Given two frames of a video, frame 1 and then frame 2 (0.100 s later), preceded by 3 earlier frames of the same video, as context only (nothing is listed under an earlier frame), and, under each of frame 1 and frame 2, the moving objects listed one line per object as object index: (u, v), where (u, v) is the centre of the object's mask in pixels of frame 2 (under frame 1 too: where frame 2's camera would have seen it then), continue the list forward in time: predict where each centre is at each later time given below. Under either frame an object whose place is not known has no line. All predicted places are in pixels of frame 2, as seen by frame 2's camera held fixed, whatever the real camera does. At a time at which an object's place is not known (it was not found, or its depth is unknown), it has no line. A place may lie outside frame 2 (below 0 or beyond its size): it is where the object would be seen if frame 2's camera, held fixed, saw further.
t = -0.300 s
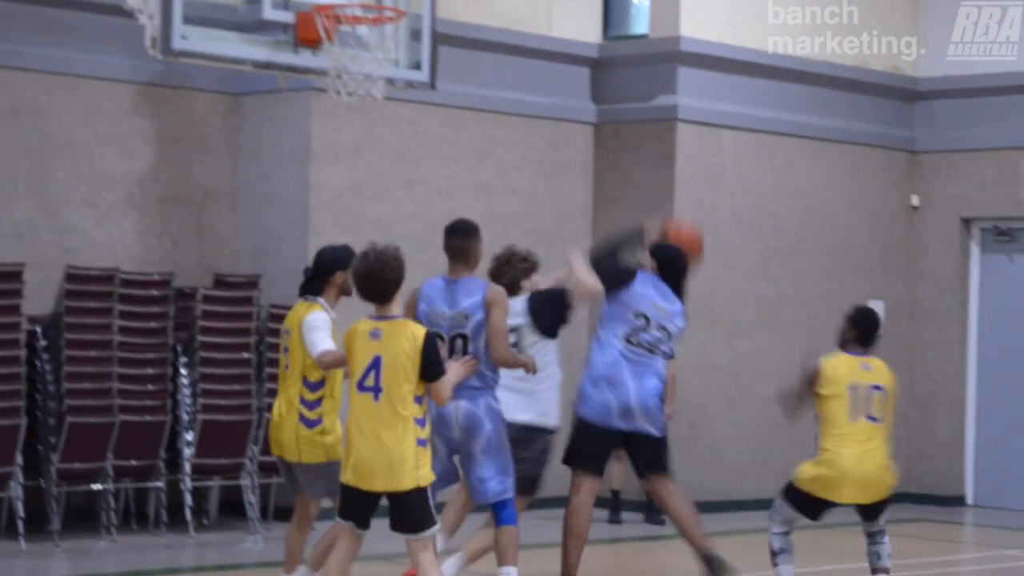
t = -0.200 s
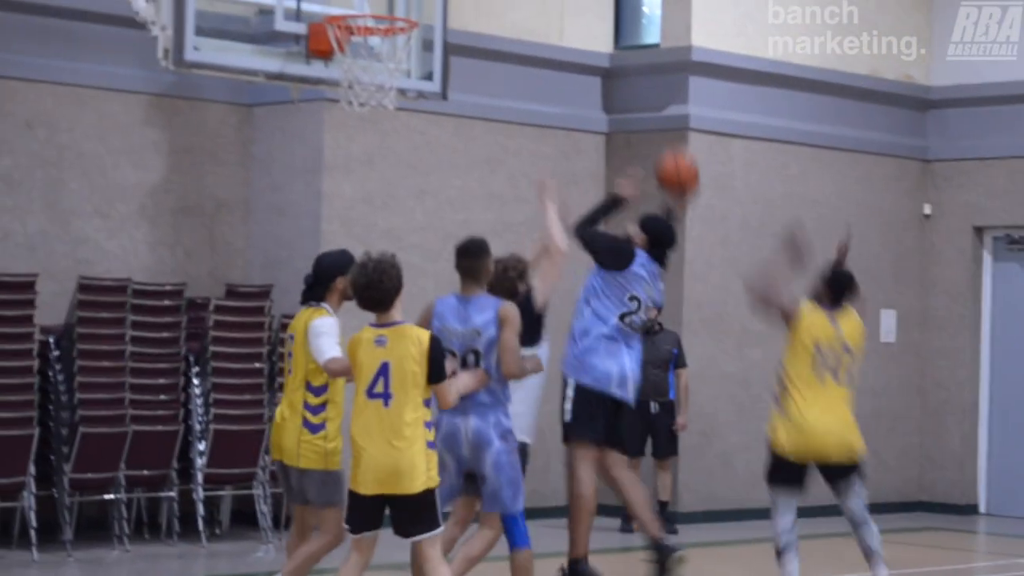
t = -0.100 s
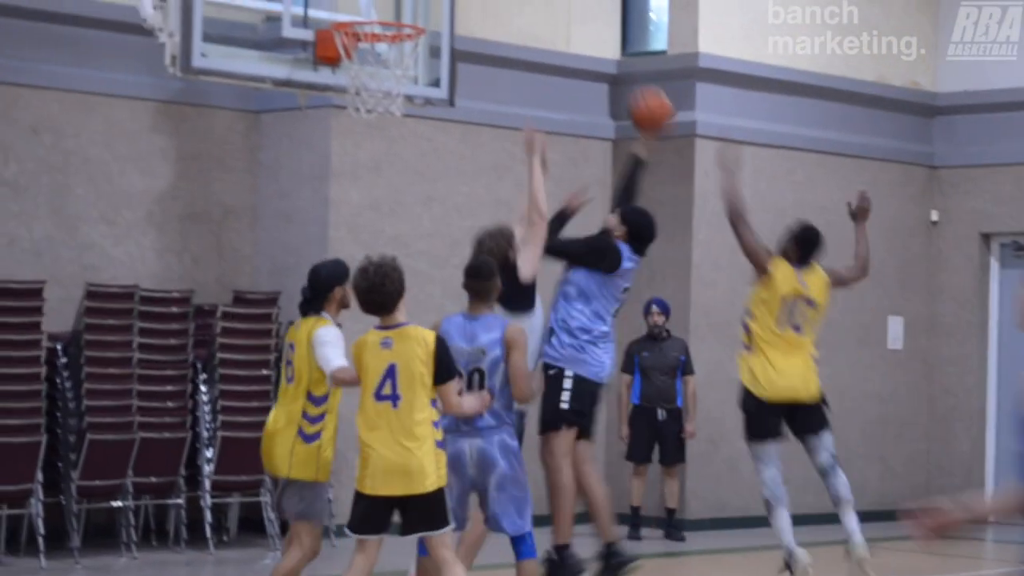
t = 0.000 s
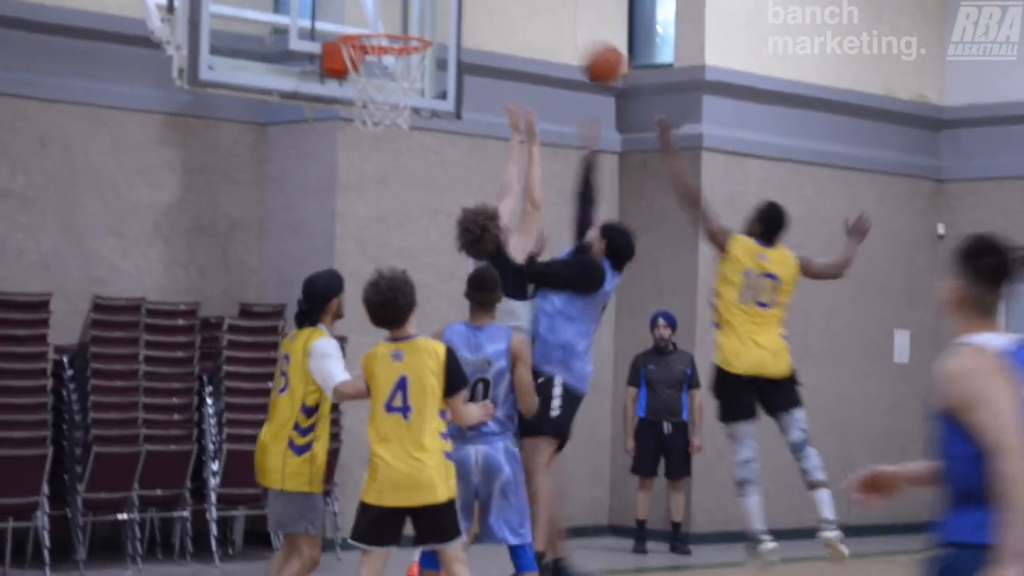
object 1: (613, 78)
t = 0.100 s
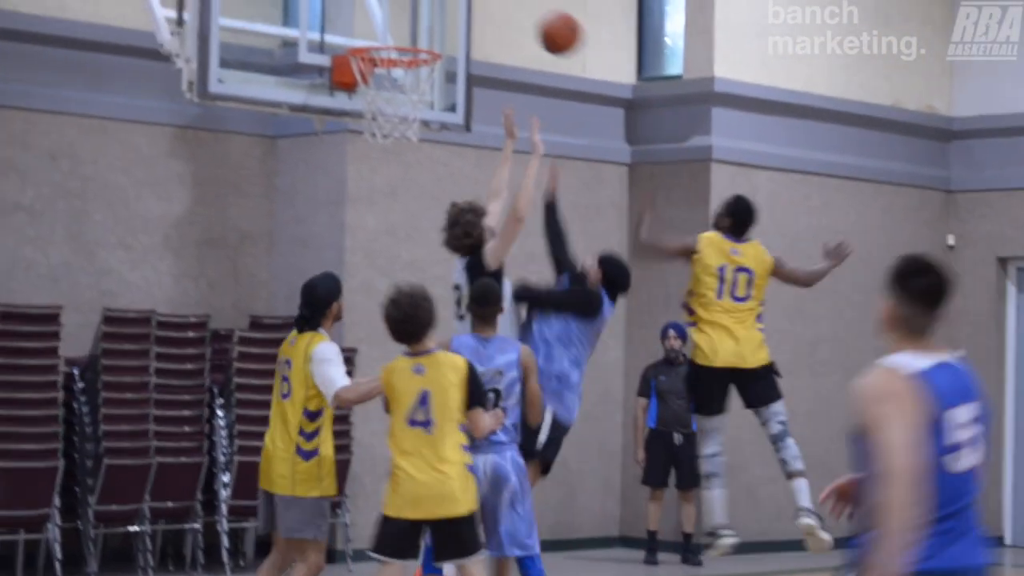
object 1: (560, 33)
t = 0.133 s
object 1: (541, 22)
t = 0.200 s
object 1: (506, 9)
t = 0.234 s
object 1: (487, 6)
